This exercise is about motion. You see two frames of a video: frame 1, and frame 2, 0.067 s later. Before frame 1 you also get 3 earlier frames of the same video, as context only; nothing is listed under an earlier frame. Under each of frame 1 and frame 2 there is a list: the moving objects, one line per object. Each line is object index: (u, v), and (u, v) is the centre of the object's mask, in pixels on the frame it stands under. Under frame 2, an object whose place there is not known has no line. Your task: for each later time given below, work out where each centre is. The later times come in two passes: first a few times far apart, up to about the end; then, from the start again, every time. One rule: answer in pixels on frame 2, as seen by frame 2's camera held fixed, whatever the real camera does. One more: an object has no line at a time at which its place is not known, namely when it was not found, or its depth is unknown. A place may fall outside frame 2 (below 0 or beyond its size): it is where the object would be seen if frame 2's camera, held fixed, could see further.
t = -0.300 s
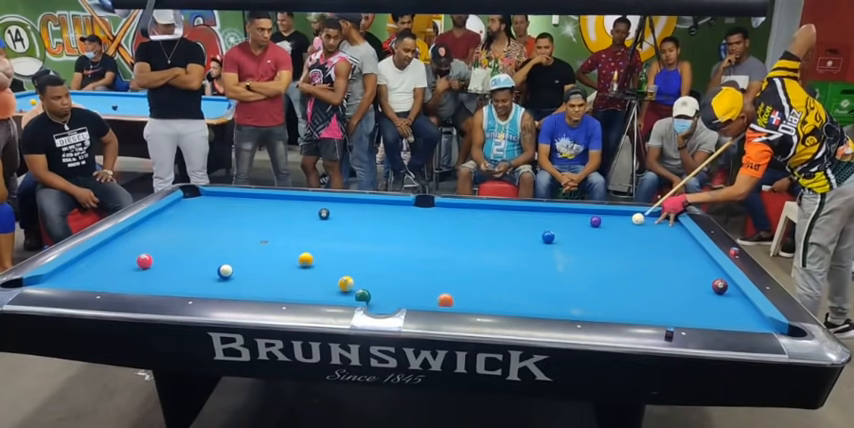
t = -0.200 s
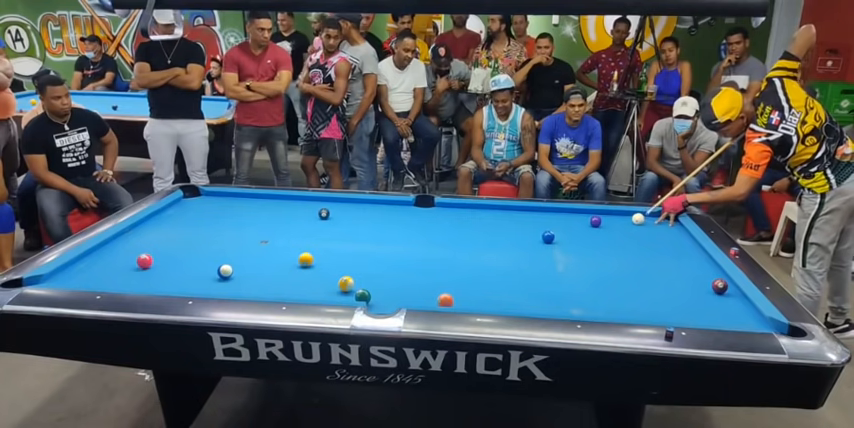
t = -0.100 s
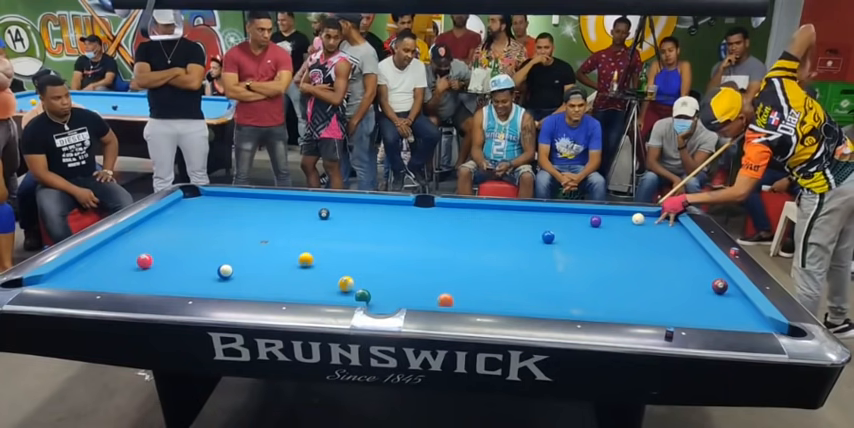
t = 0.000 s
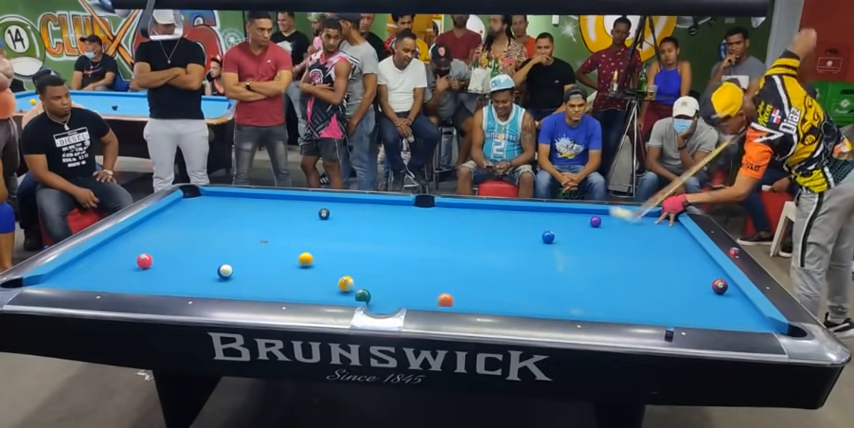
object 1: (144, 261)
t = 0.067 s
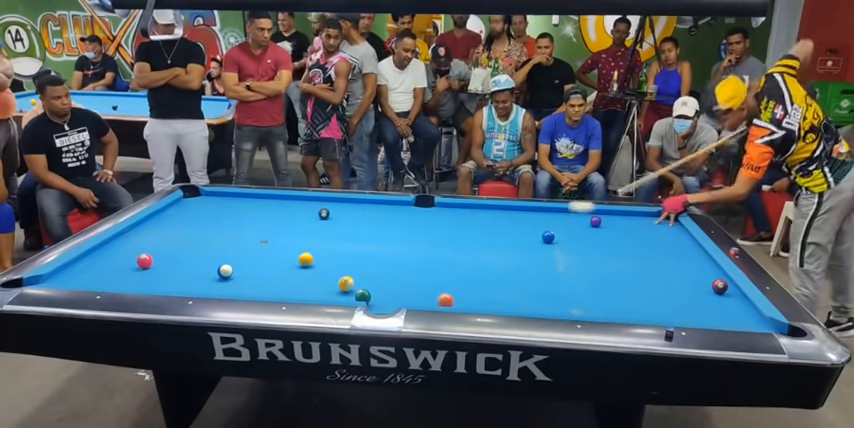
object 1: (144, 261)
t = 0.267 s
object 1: (144, 261)
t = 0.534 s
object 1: (144, 261)
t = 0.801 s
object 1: (137, 260)
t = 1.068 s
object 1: (95, 255)
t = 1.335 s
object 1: (113, 254)
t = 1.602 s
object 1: (138, 251)
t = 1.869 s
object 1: (158, 247)
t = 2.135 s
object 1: (175, 243)
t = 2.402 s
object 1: (191, 240)
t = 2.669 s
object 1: (205, 237)
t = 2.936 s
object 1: (216, 234)
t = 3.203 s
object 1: (226, 231)
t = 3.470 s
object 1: (234, 230)
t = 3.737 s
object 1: (241, 228)
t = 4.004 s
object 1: (247, 226)
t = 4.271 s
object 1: (251, 225)
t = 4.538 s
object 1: (254, 224)
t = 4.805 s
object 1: (256, 224)
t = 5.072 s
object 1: (257, 223)
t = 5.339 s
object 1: (257, 223)
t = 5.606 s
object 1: (257, 223)
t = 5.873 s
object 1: (257, 223)
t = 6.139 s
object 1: (257, 223)
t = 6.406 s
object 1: (257, 223)
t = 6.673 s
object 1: (257, 223)
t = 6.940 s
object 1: (257, 223)
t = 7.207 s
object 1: (257, 223)
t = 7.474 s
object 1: (257, 223)
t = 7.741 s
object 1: (257, 223)
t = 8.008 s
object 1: (257, 223)
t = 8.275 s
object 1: (257, 223)
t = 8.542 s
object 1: (257, 223)
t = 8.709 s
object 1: (257, 223)
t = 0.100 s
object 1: (144, 261)
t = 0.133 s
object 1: (144, 261)
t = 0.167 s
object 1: (144, 261)
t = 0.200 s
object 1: (144, 261)
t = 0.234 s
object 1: (144, 261)
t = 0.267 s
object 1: (144, 261)
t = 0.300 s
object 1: (144, 261)
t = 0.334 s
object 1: (144, 261)
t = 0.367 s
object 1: (144, 261)
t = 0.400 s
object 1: (144, 261)
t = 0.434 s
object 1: (144, 261)
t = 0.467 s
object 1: (144, 261)
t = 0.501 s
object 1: (144, 261)
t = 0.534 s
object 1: (144, 261)
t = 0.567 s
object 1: (144, 261)
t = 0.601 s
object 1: (144, 261)
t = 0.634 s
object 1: (144, 261)
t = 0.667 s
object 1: (144, 261)
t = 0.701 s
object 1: (144, 261)
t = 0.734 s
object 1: (144, 261)
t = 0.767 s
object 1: (143, 261)
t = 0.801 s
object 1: (137, 260)
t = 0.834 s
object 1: (131, 259)
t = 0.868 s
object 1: (125, 259)
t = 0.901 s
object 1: (119, 258)
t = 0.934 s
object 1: (114, 257)
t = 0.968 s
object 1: (109, 257)
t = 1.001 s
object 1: (104, 256)
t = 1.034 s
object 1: (100, 255)
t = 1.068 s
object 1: (95, 255)
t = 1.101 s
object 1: (90, 255)
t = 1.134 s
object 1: (91, 254)
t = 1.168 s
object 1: (95, 254)
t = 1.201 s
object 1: (98, 254)
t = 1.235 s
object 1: (102, 254)
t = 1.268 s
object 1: (106, 254)
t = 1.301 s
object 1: (109, 254)
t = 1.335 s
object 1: (113, 254)
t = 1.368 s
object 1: (117, 254)
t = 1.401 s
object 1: (120, 254)
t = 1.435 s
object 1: (122, 252)
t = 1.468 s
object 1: (126, 251)
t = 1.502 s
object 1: (131, 250)
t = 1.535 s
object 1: (134, 251)
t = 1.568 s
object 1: (136, 251)
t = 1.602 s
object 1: (138, 251)
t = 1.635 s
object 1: (141, 251)
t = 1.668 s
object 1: (143, 250)
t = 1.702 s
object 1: (146, 250)
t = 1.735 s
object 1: (148, 249)
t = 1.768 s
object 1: (151, 249)
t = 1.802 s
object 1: (153, 248)
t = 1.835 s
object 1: (155, 248)
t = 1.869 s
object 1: (158, 247)
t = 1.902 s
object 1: (160, 247)
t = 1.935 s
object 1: (162, 246)
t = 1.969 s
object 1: (165, 246)
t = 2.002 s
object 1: (167, 245)
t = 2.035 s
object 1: (169, 245)
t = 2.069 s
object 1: (171, 244)
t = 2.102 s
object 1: (173, 244)
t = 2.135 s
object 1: (175, 243)
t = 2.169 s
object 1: (177, 243)
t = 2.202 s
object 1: (179, 242)
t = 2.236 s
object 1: (181, 242)
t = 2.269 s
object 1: (183, 241)
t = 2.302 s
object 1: (185, 241)
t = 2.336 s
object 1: (187, 241)
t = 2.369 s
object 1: (189, 240)
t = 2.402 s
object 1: (191, 240)
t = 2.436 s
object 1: (192, 239)
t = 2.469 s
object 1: (194, 239)
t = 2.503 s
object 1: (196, 238)
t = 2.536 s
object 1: (197, 238)
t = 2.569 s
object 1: (199, 238)
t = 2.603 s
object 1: (201, 237)
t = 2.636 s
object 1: (203, 237)
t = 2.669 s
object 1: (205, 237)
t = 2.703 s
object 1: (206, 236)
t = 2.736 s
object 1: (207, 236)
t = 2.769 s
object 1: (209, 236)
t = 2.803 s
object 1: (210, 236)
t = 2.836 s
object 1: (212, 235)
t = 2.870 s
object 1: (213, 235)
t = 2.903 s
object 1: (214, 234)
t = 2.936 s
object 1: (216, 234)
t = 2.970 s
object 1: (217, 234)
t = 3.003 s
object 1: (218, 233)
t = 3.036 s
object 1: (220, 233)
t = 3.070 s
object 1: (221, 233)
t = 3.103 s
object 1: (222, 232)
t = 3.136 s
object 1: (223, 232)
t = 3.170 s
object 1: (224, 232)
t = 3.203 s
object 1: (226, 231)
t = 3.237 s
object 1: (227, 231)
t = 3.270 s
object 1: (228, 231)
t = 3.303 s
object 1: (229, 231)
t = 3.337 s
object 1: (230, 231)
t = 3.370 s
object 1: (231, 230)
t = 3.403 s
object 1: (232, 230)
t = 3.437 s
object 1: (233, 230)
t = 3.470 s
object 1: (234, 230)
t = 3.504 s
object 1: (235, 229)
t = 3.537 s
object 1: (236, 229)
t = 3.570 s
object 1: (237, 229)
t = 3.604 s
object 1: (238, 229)
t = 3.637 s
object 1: (239, 228)
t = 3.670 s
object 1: (239, 228)
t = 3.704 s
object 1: (240, 228)
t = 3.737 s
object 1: (241, 228)
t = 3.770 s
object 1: (242, 228)
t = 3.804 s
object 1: (243, 227)
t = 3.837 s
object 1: (244, 227)
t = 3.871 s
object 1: (244, 227)
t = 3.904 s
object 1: (245, 227)
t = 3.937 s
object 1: (246, 226)
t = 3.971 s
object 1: (247, 226)
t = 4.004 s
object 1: (247, 226)
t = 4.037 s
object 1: (248, 226)
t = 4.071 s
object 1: (249, 226)
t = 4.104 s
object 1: (249, 225)
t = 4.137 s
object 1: (250, 225)
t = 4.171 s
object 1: (250, 225)
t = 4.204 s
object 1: (250, 225)
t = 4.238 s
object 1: (251, 225)
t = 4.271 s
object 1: (251, 225)
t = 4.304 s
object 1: (252, 225)
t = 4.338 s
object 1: (252, 225)
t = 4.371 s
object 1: (253, 225)
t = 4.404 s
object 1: (253, 225)
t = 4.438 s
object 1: (253, 225)
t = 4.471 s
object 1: (254, 224)
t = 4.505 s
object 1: (254, 224)
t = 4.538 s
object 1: (254, 224)
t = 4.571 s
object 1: (255, 224)
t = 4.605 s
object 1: (255, 224)
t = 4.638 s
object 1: (255, 224)
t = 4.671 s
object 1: (255, 224)
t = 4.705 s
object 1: (255, 224)
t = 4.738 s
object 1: (256, 224)
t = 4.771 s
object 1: (256, 224)
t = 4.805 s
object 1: (256, 224)
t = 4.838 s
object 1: (256, 224)
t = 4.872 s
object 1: (256, 224)
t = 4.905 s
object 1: (256, 224)
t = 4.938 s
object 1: (257, 223)
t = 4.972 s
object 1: (257, 223)
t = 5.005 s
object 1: (257, 223)
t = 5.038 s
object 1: (257, 223)
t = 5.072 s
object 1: (257, 223)
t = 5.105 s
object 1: (257, 223)
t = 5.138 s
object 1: (257, 223)
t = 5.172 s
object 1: (257, 223)
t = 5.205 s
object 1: (257, 223)
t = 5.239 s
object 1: (257, 223)
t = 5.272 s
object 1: (257, 223)
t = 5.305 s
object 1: (257, 223)
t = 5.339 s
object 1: (257, 223)
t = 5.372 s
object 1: (257, 223)
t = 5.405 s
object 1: (257, 223)
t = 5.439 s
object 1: (257, 223)
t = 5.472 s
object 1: (257, 223)
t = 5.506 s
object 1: (257, 223)
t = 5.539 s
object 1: (257, 223)
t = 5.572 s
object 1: (257, 223)
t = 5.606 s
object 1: (257, 223)
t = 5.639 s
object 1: (257, 223)
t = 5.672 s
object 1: (257, 223)
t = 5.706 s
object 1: (257, 223)
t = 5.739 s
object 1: (257, 223)
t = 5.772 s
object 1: (257, 223)
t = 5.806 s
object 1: (257, 223)
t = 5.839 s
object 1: (257, 223)
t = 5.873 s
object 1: (257, 223)
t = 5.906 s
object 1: (257, 223)
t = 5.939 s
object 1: (257, 223)
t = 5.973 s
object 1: (257, 223)
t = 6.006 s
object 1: (257, 223)
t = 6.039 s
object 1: (257, 223)
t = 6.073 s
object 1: (257, 223)
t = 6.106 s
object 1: (257, 223)
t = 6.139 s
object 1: (257, 223)
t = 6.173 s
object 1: (257, 223)
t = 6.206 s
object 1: (257, 223)
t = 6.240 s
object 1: (257, 223)
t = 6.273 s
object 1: (257, 223)
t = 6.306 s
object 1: (257, 223)
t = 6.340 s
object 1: (257, 223)
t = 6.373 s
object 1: (257, 223)
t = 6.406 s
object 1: (257, 223)
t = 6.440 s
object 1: (257, 223)
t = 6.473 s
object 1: (257, 223)
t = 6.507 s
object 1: (257, 223)
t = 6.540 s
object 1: (257, 223)
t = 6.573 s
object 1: (257, 223)
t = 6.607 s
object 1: (257, 223)
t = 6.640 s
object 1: (257, 223)
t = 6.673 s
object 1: (257, 223)
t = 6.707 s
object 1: (257, 223)
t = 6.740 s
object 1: (257, 223)
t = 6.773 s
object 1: (257, 223)
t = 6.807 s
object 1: (257, 223)
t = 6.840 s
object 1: (257, 223)
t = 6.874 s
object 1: (257, 223)
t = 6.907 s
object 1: (257, 223)
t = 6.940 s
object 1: (257, 223)
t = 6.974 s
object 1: (257, 223)
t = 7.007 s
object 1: (257, 223)
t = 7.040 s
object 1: (257, 223)
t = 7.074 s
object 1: (257, 223)
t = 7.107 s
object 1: (257, 223)
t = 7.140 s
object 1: (257, 223)
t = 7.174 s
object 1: (257, 223)
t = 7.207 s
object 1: (257, 223)
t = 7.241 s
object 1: (257, 223)
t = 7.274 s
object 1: (257, 223)
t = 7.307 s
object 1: (257, 223)
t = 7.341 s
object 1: (257, 223)
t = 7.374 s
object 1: (257, 223)
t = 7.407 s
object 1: (257, 223)
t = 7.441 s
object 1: (257, 223)
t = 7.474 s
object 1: (257, 223)
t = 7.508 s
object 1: (257, 223)
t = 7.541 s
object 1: (257, 223)
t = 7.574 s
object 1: (257, 223)
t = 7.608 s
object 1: (257, 223)
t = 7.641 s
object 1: (257, 223)
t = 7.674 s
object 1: (257, 223)
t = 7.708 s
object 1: (257, 223)
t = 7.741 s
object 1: (257, 223)
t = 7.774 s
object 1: (257, 223)
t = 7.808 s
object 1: (257, 223)
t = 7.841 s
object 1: (257, 223)
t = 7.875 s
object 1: (257, 223)
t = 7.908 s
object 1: (257, 223)
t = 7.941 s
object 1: (257, 223)
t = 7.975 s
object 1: (257, 223)
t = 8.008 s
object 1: (257, 223)
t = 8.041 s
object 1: (257, 223)
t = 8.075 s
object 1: (257, 223)
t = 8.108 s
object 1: (257, 223)
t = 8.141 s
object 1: (257, 223)
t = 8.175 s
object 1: (257, 223)
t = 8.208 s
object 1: (257, 223)
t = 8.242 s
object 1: (257, 223)
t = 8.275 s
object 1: (257, 223)
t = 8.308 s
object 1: (257, 223)
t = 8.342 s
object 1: (257, 223)
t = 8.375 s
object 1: (257, 223)
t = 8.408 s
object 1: (257, 223)
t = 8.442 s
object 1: (257, 223)
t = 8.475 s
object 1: (257, 223)
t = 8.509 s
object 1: (257, 223)
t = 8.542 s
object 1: (257, 223)
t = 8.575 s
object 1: (257, 223)
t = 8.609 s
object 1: (257, 223)
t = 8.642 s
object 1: (257, 223)
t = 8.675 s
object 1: (257, 223)
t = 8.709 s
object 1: (257, 223)
